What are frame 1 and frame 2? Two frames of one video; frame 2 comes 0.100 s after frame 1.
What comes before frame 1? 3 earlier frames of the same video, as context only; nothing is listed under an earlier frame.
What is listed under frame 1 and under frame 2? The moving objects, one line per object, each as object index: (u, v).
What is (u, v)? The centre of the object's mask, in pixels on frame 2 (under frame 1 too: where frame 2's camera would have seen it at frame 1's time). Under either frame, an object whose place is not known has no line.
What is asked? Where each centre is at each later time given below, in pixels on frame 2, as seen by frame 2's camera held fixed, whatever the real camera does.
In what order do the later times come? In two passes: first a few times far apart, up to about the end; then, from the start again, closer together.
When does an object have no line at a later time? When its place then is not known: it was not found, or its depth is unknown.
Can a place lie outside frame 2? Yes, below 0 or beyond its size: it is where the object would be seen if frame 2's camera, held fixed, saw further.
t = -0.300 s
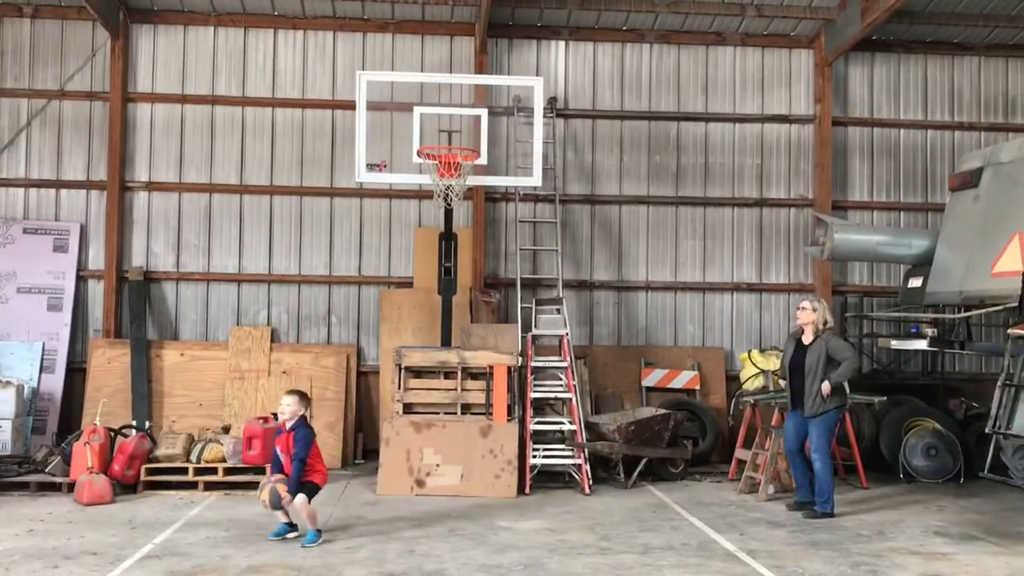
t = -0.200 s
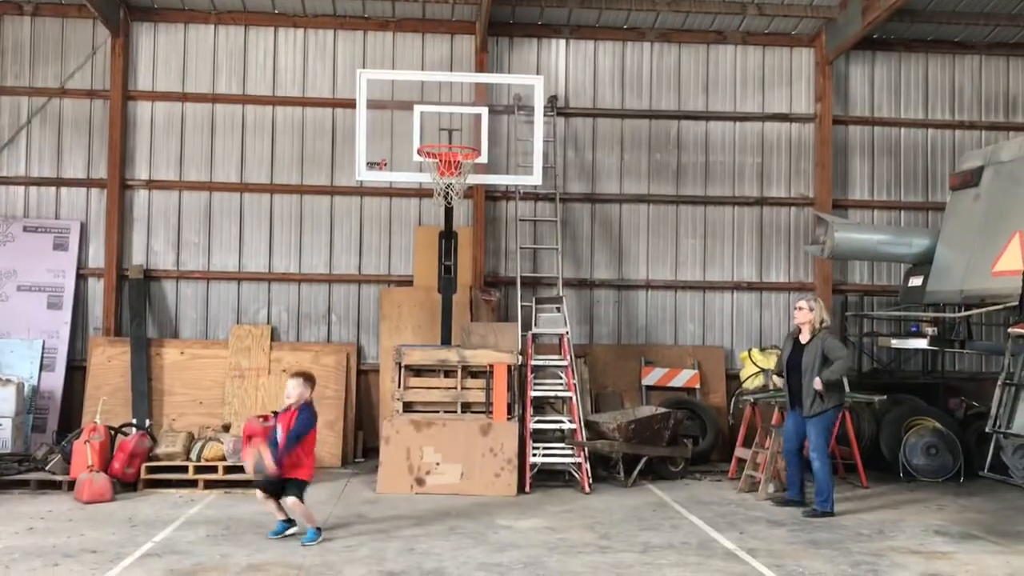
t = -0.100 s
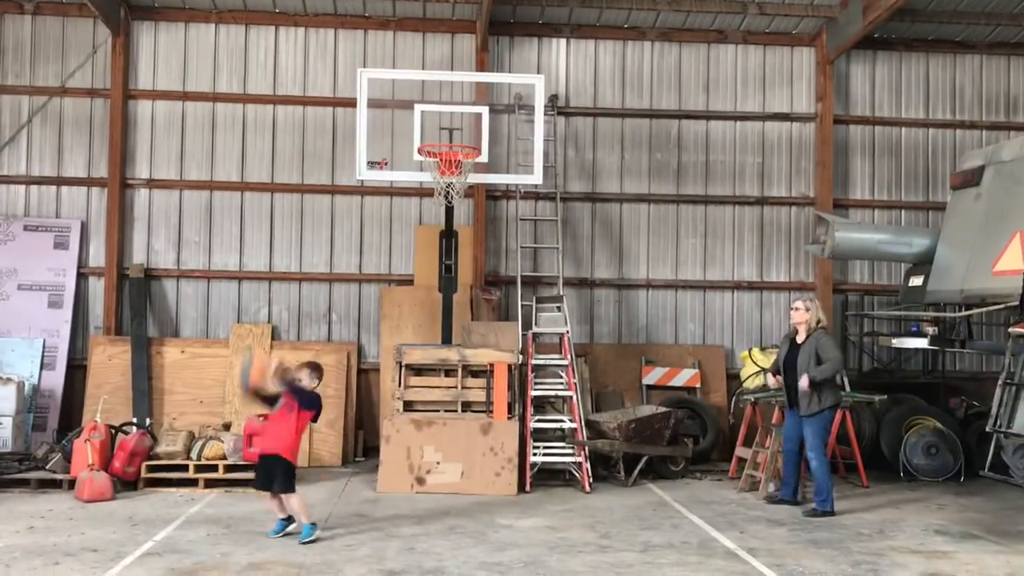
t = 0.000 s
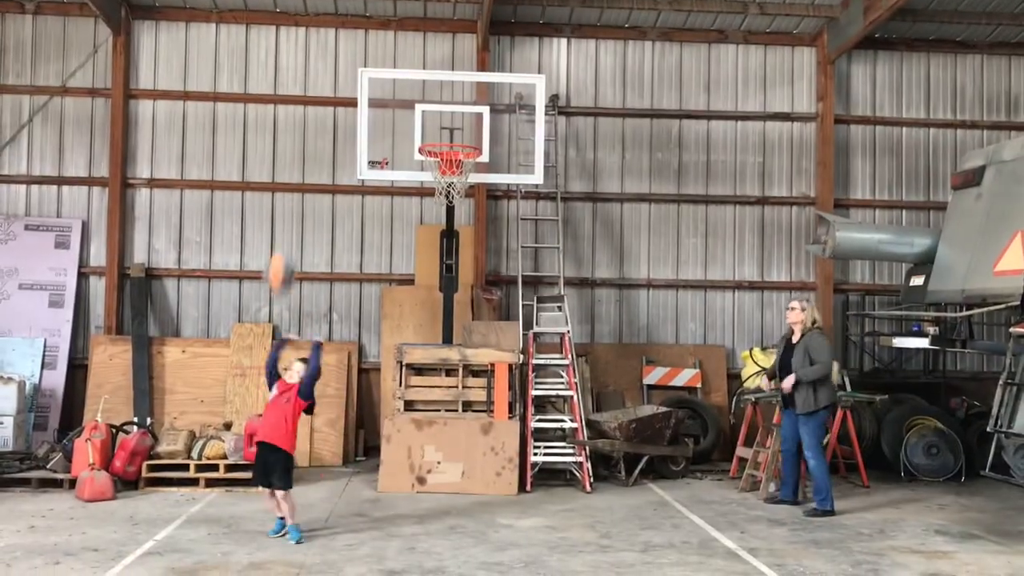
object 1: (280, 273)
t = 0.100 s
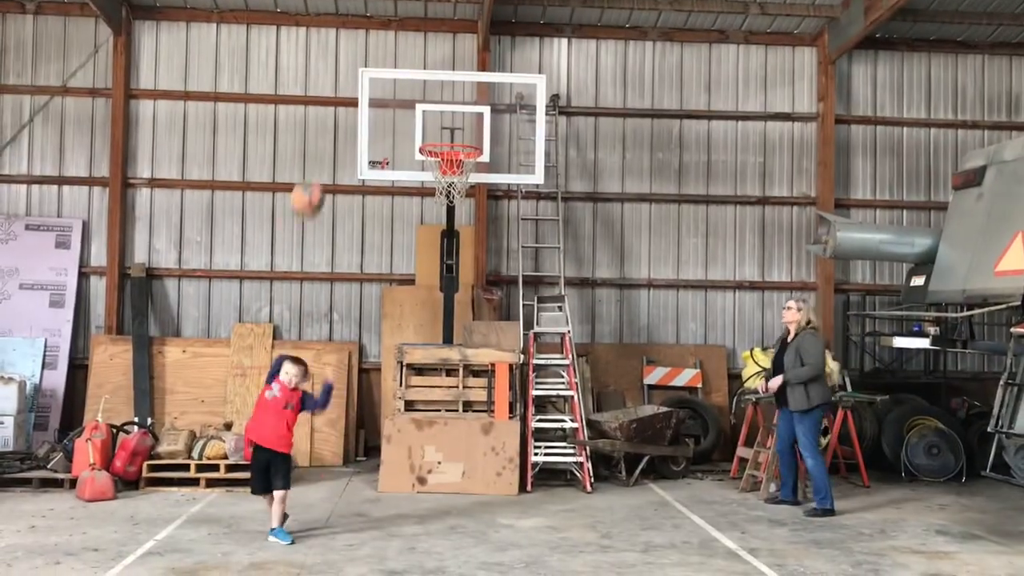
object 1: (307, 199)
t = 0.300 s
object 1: (355, 105)
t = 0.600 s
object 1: (415, 78)
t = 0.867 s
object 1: (454, 134)
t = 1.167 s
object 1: (459, 131)
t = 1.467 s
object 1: (452, 192)
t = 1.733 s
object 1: (436, 278)
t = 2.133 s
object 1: (405, 428)
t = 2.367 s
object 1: (392, 316)
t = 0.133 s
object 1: (316, 178)
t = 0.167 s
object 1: (323, 160)
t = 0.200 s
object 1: (333, 145)
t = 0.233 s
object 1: (341, 129)
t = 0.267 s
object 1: (347, 116)
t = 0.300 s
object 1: (355, 105)
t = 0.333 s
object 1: (362, 96)
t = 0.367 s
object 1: (370, 88)
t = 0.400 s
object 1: (377, 82)
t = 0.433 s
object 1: (384, 78)
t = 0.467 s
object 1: (390, 76)
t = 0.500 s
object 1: (397, 74)
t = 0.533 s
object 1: (403, 74)
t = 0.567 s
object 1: (409, 75)
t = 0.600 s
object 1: (415, 78)
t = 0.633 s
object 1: (420, 83)
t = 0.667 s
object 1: (427, 88)
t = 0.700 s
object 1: (431, 94)
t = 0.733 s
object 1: (438, 102)
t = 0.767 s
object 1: (443, 113)
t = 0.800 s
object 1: (448, 123)
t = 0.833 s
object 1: (452, 134)
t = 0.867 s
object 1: (454, 134)
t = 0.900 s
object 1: (455, 131)
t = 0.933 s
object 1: (456, 127)
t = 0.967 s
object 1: (456, 123)
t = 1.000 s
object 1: (456, 121)
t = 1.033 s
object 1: (457, 121)
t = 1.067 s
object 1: (458, 122)
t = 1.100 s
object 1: (459, 124)
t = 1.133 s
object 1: (458, 128)
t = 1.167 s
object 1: (459, 131)
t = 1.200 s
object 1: (460, 135)
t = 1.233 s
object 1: (461, 144)
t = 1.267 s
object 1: (463, 156)
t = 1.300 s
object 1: (460, 163)
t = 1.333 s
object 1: (462, 170)
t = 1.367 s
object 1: (458, 173)
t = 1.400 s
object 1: (450, 177)
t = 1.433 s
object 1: (450, 189)
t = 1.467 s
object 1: (452, 192)
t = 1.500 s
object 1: (450, 196)
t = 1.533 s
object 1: (448, 200)
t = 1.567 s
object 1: (446, 209)
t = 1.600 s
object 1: (443, 221)
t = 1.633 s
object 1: (441, 234)
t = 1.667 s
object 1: (438, 247)
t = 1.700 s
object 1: (438, 263)
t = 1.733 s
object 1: (436, 278)
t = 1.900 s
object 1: (420, 381)
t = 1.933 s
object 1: (419, 408)
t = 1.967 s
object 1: (416, 434)
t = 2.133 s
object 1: (405, 428)
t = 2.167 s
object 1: (402, 406)
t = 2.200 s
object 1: (400, 388)
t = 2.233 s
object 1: (399, 371)
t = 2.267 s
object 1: (397, 356)
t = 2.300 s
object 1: (396, 342)
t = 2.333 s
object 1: (395, 328)
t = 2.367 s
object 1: (392, 316)
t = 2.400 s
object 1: (390, 306)
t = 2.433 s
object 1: (388, 298)
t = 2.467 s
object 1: (386, 291)
